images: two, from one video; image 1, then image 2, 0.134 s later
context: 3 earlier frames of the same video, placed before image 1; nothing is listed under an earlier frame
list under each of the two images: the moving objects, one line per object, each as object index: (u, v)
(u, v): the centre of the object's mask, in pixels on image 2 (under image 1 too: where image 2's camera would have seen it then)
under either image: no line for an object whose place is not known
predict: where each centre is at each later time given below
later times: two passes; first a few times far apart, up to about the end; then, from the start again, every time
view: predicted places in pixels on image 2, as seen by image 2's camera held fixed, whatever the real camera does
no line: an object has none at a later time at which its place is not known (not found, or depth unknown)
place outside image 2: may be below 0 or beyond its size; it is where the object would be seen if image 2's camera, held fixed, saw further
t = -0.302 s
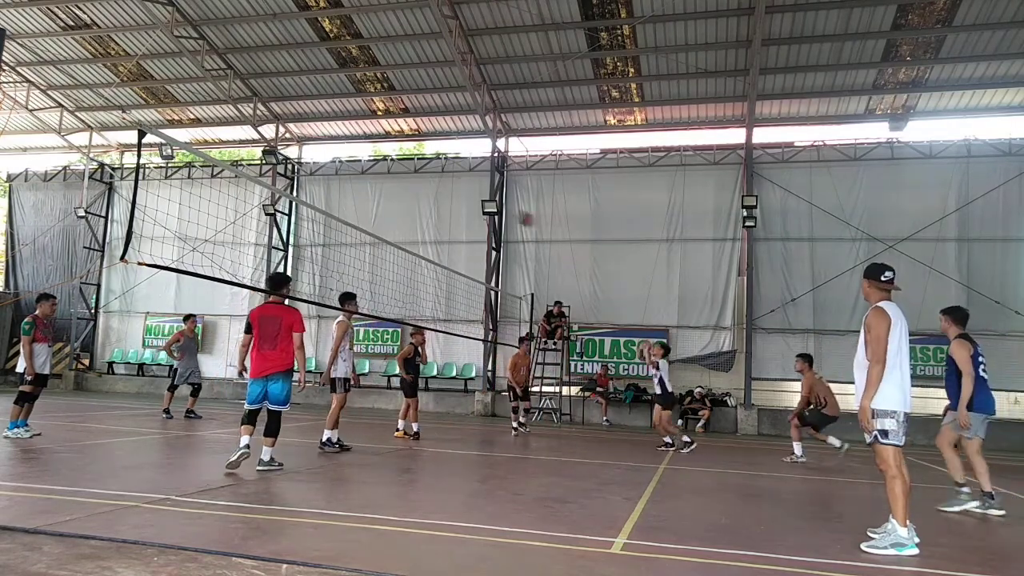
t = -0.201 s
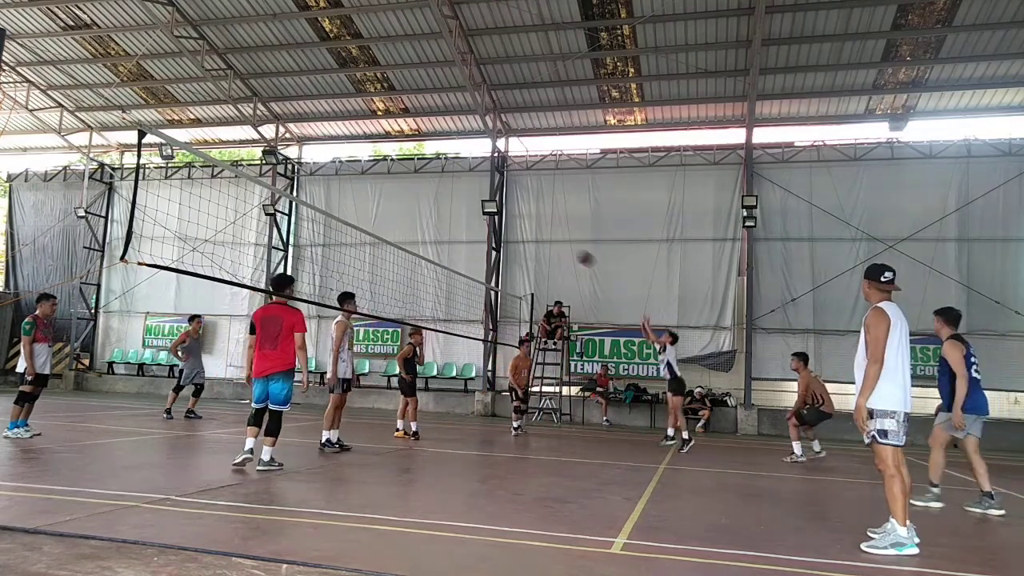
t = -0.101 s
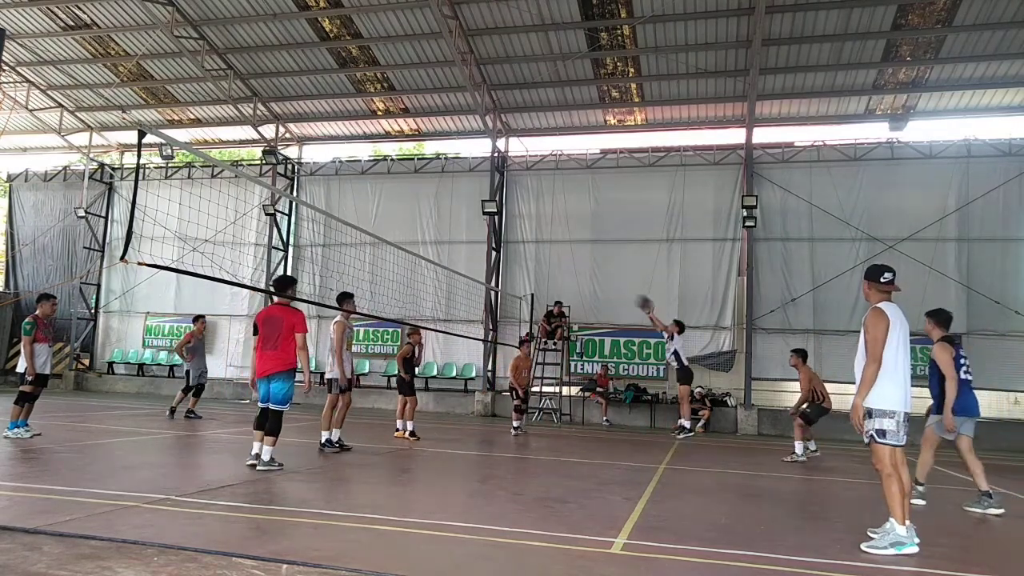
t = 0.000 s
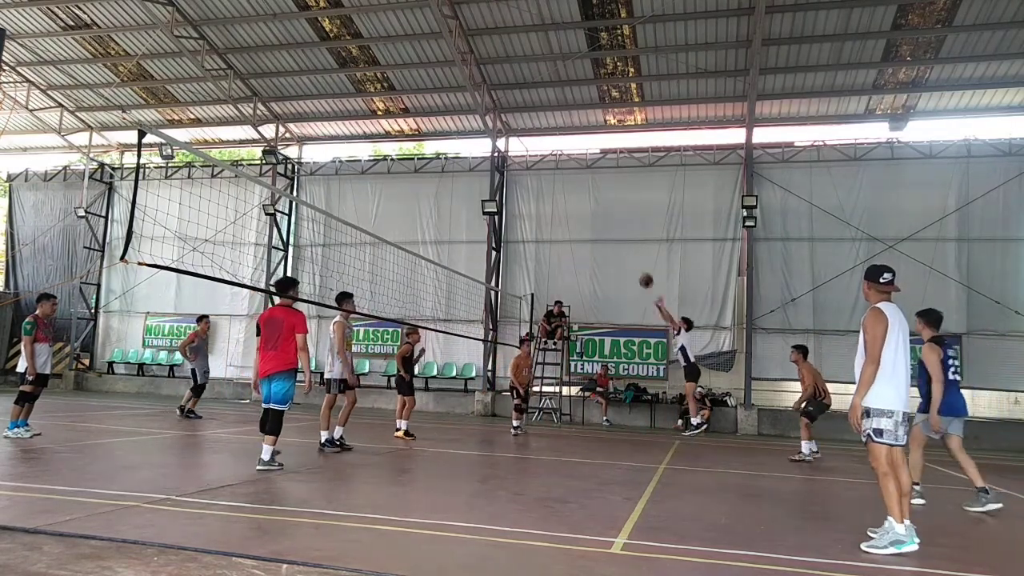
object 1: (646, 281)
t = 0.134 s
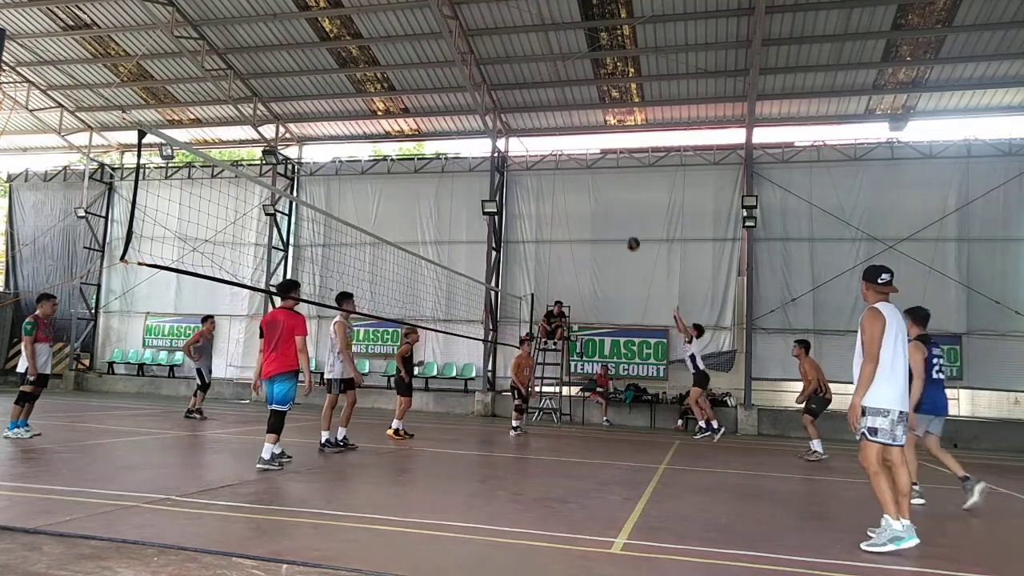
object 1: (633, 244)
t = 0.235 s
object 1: (623, 225)
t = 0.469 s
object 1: (601, 207)
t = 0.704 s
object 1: (579, 222)
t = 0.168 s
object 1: (629, 237)
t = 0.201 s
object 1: (626, 230)
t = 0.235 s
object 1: (623, 225)
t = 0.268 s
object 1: (620, 220)
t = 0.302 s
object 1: (617, 216)
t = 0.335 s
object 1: (613, 213)
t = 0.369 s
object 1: (610, 210)
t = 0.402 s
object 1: (607, 208)
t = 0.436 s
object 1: (604, 207)
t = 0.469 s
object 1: (601, 207)
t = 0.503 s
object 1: (598, 207)
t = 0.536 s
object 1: (595, 208)
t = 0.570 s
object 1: (592, 210)
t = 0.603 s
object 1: (589, 212)
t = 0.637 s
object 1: (586, 215)
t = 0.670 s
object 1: (582, 218)
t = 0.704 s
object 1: (579, 222)
